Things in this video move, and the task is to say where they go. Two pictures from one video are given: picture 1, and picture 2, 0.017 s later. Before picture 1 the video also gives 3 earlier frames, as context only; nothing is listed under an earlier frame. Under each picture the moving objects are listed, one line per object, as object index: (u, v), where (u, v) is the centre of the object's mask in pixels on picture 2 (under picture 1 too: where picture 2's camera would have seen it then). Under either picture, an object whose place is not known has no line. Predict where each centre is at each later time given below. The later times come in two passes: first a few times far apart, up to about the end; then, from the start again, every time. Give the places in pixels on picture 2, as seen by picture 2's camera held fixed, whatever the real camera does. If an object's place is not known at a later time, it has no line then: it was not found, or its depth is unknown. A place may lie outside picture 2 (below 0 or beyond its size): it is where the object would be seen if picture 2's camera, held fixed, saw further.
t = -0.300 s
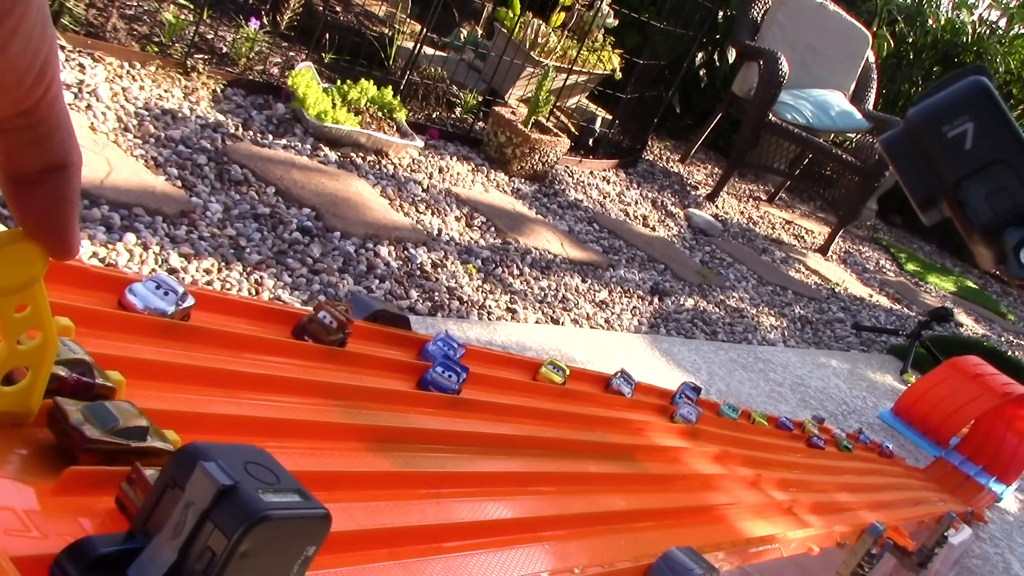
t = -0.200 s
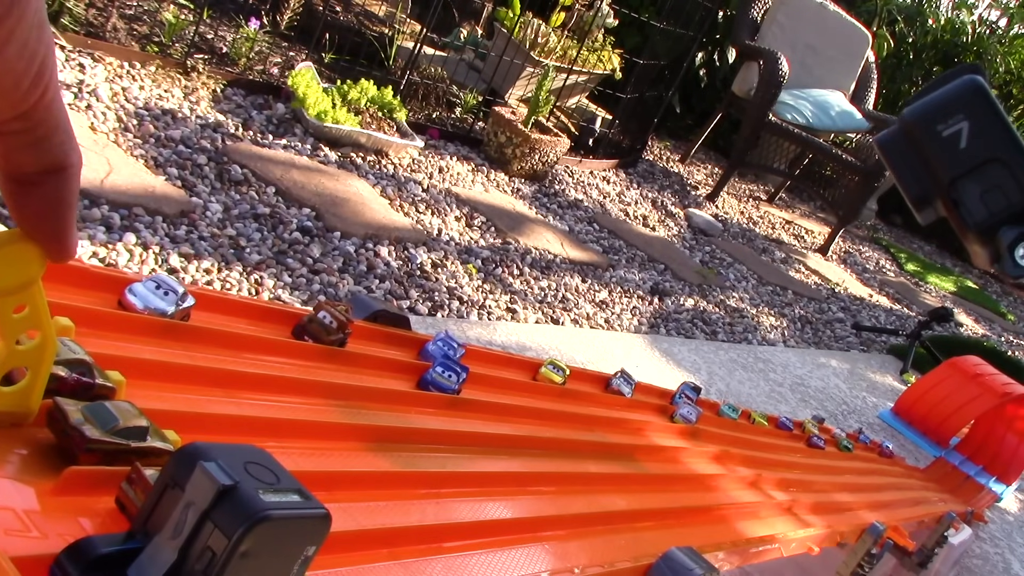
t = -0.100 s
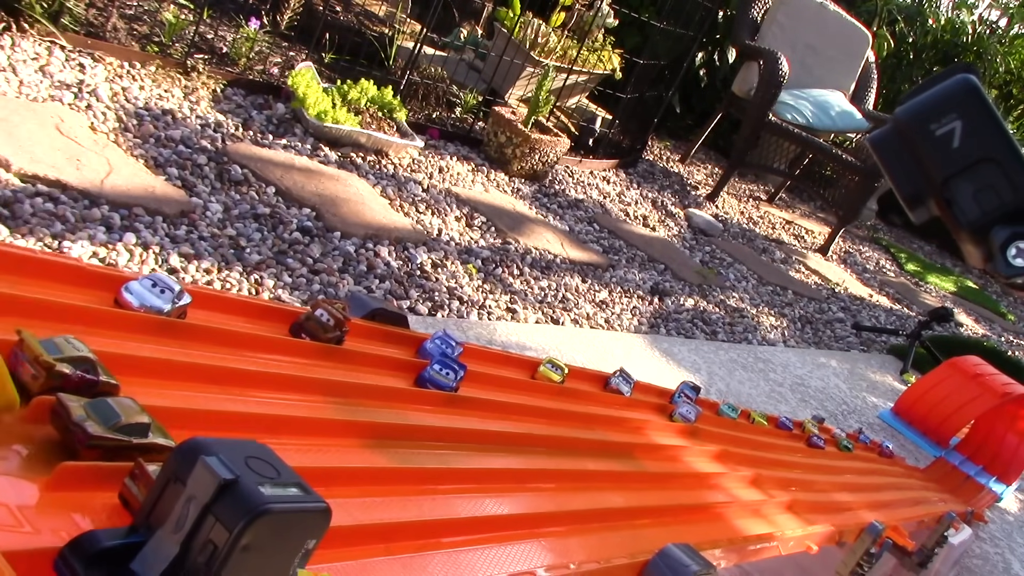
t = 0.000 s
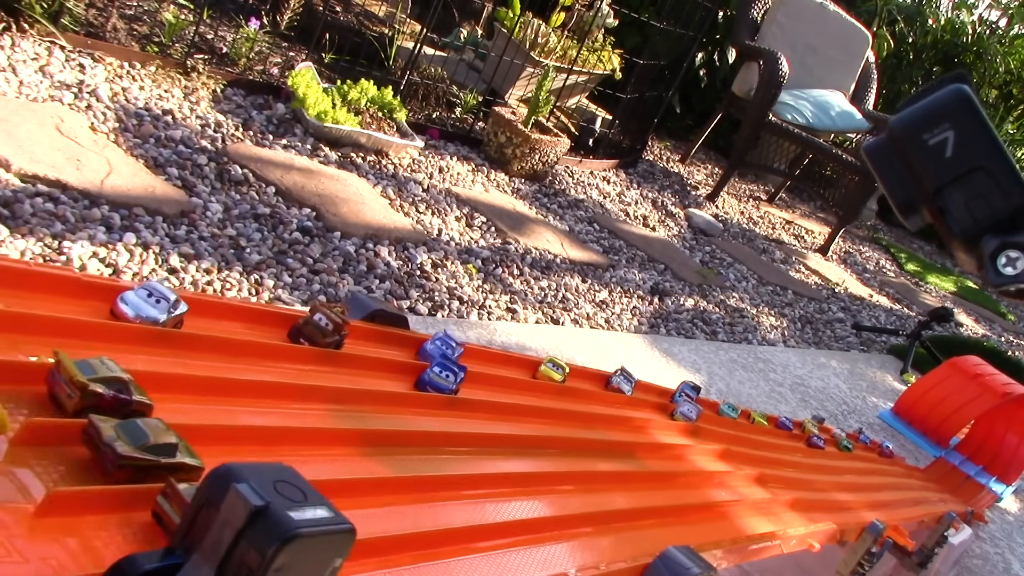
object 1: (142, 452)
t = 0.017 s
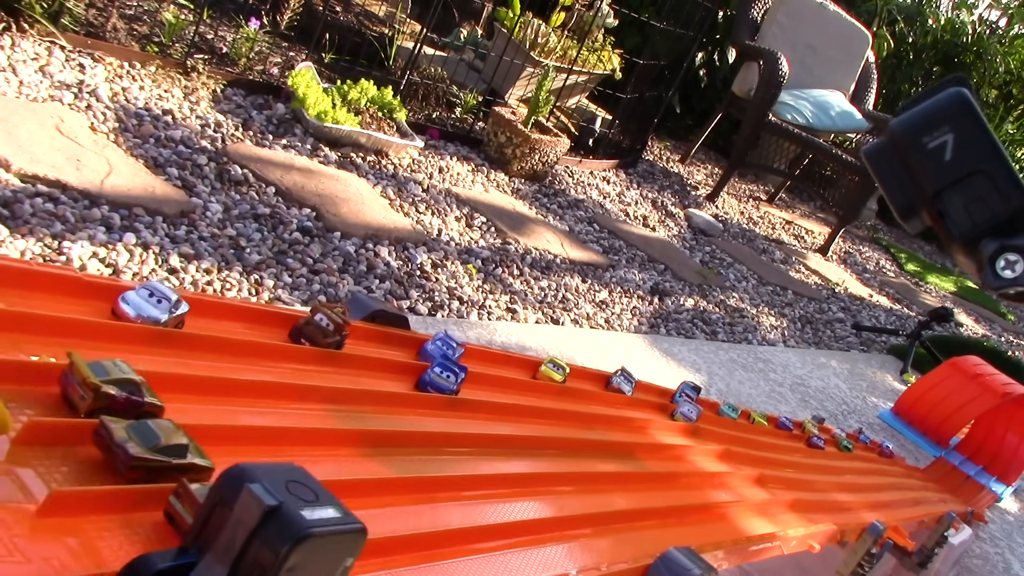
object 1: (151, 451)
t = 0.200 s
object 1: (286, 448)
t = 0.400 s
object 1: (447, 452)
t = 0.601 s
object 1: (591, 455)
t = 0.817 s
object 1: (710, 461)
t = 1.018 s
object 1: (789, 466)
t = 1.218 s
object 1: (851, 473)
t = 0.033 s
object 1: (166, 451)
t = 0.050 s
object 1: (177, 449)
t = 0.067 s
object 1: (188, 447)
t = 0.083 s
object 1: (199, 447)
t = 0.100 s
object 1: (210, 447)
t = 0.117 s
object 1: (223, 448)
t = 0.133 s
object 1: (235, 448)
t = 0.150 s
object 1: (248, 448)
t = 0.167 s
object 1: (260, 449)
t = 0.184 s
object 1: (273, 449)
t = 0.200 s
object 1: (286, 448)
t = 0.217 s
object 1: (299, 448)
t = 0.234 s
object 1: (312, 448)
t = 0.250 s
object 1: (325, 449)
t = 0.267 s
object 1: (339, 449)
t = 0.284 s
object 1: (353, 449)
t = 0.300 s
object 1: (367, 449)
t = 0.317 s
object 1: (379, 450)
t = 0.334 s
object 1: (393, 449)
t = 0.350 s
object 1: (407, 450)
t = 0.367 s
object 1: (420, 450)
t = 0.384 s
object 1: (434, 451)
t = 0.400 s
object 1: (447, 452)
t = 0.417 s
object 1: (460, 452)
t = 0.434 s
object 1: (473, 452)
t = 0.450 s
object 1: (486, 452)
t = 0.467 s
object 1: (498, 452)
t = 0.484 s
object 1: (511, 452)
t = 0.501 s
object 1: (523, 452)
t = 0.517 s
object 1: (535, 453)
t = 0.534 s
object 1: (546, 453)
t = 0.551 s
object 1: (558, 454)
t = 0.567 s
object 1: (569, 454)
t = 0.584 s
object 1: (580, 455)
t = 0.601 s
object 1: (591, 455)
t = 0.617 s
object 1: (602, 456)
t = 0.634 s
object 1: (612, 456)
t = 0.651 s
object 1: (621, 456)
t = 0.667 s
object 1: (630, 456)
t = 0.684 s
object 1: (639, 457)
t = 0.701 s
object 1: (649, 458)
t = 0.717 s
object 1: (659, 458)
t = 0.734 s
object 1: (668, 459)
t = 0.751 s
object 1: (677, 460)
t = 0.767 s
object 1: (686, 460)
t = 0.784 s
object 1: (694, 461)
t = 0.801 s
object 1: (703, 461)
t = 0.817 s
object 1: (710, 461)
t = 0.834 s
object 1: (719, 462)
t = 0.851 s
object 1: (726, 462)
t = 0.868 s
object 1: (735, 462)
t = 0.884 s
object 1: (743, 462)
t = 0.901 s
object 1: (749, 462)
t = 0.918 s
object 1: (754, 463)
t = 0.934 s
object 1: (760, 464)
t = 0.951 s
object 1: (766, 465)
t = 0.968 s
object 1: (772, 465)
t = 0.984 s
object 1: (777, 465)
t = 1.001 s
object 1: (782, 465)
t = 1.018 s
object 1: (789, 466)
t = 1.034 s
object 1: (794, 467)
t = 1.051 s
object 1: (801, 468)
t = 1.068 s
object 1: (806, 469)
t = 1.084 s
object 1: (812, 470)
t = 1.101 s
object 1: (818, 471)
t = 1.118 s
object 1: (823, 472)
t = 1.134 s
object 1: (828, 472)
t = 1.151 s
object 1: (834, 472)
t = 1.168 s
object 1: (838, 472)
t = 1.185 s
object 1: (842, 473)
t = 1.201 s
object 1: (846, 473)
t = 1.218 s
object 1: (851, 473)
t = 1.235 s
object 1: (855, 473)
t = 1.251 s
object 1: (859, 473)
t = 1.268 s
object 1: (864, 473)
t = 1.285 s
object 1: (868, 473)
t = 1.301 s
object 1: (872, 473)
